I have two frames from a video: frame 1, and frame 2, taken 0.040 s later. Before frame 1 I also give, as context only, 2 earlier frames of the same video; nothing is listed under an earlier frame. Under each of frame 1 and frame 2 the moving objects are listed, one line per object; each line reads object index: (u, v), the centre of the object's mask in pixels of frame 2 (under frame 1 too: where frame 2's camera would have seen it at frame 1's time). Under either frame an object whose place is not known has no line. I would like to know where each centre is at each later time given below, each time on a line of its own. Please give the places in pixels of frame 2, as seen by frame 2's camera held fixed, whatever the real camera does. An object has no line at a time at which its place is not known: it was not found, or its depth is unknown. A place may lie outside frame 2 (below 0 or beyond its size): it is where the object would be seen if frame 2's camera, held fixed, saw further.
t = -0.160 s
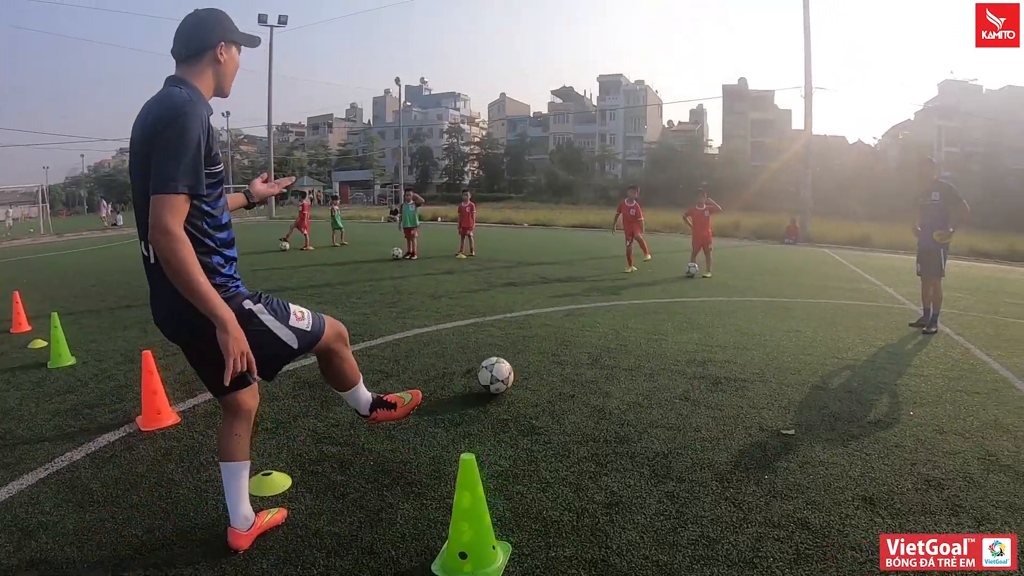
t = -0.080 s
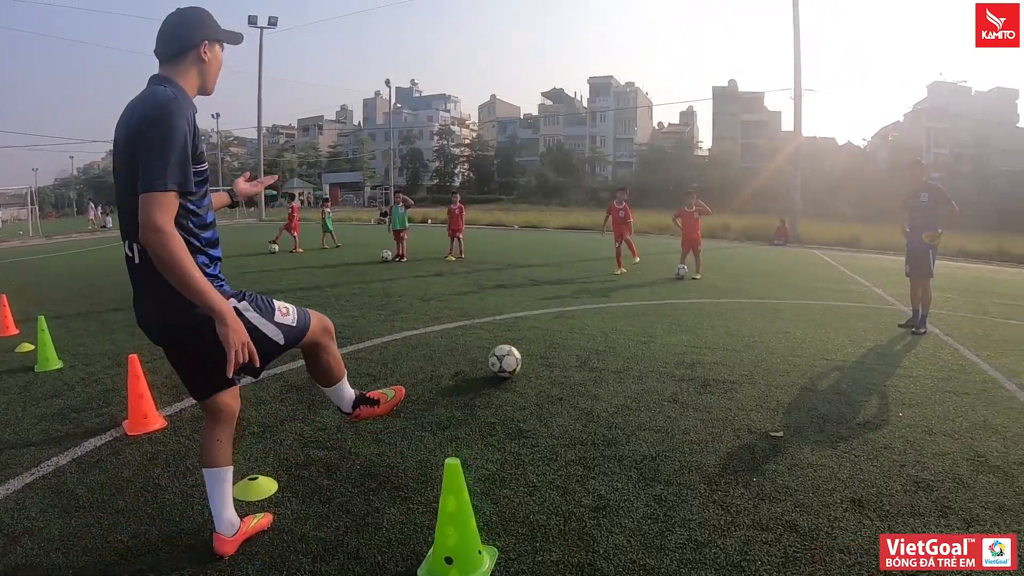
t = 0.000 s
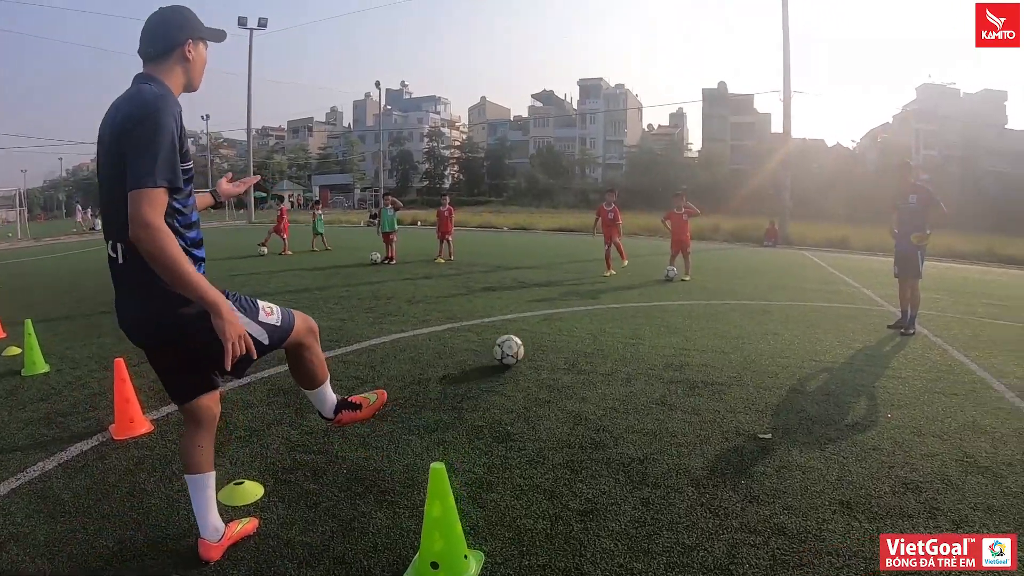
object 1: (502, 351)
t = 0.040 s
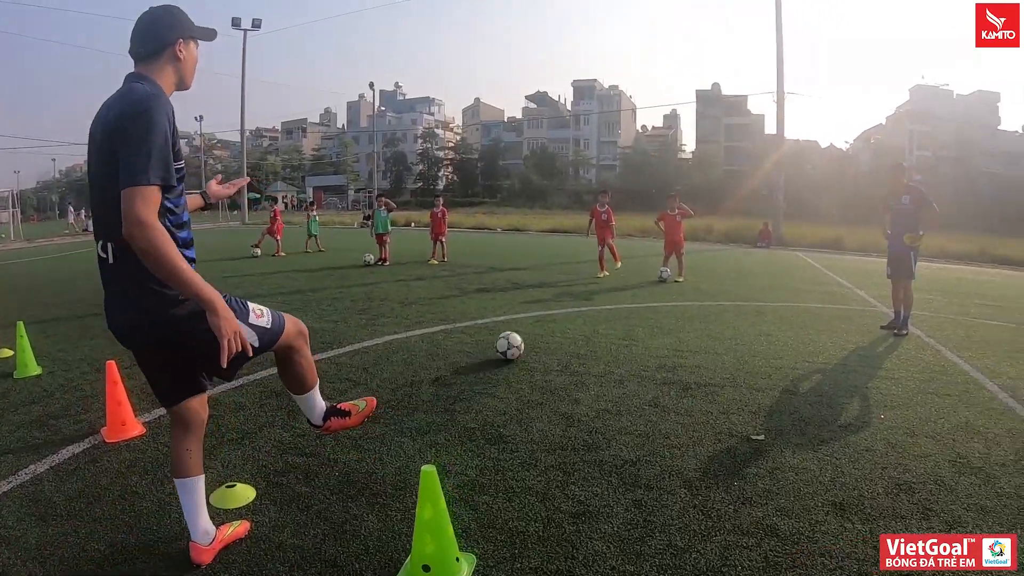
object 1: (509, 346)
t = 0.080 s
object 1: (514, 341)
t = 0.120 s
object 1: (519, 336)
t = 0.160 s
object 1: (524, 331)
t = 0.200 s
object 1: (527, 327)
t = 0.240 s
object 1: (531, 323)
